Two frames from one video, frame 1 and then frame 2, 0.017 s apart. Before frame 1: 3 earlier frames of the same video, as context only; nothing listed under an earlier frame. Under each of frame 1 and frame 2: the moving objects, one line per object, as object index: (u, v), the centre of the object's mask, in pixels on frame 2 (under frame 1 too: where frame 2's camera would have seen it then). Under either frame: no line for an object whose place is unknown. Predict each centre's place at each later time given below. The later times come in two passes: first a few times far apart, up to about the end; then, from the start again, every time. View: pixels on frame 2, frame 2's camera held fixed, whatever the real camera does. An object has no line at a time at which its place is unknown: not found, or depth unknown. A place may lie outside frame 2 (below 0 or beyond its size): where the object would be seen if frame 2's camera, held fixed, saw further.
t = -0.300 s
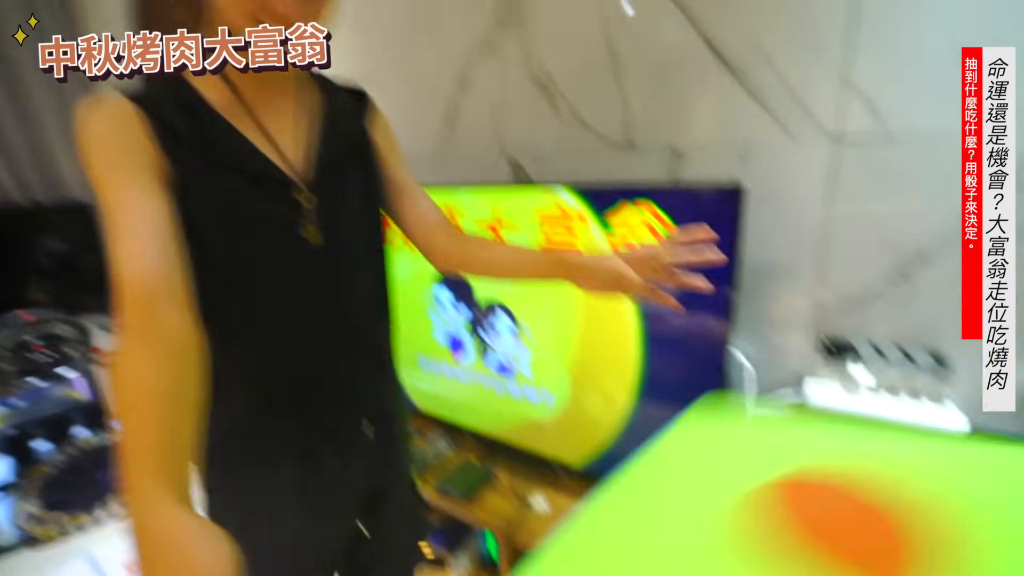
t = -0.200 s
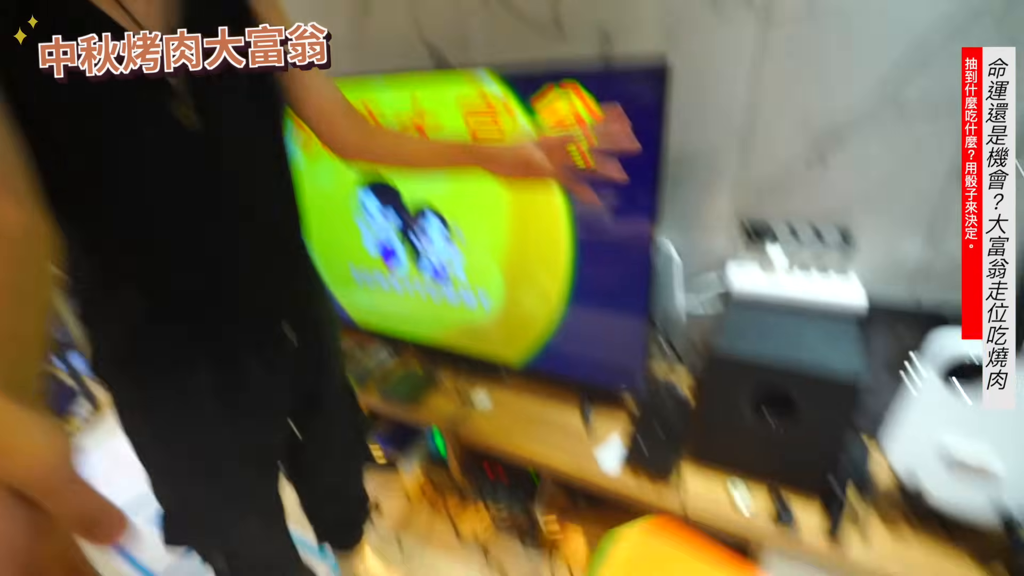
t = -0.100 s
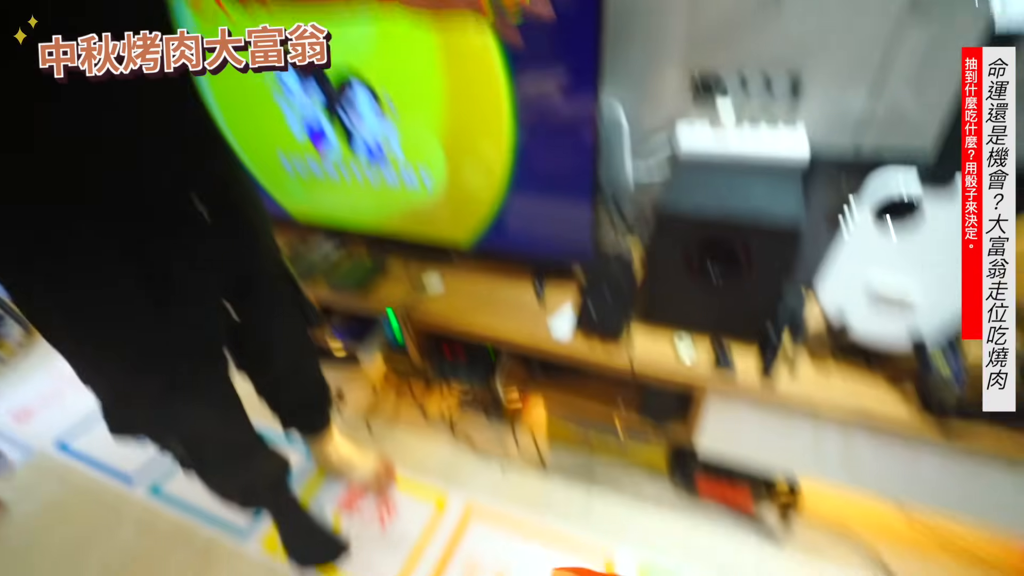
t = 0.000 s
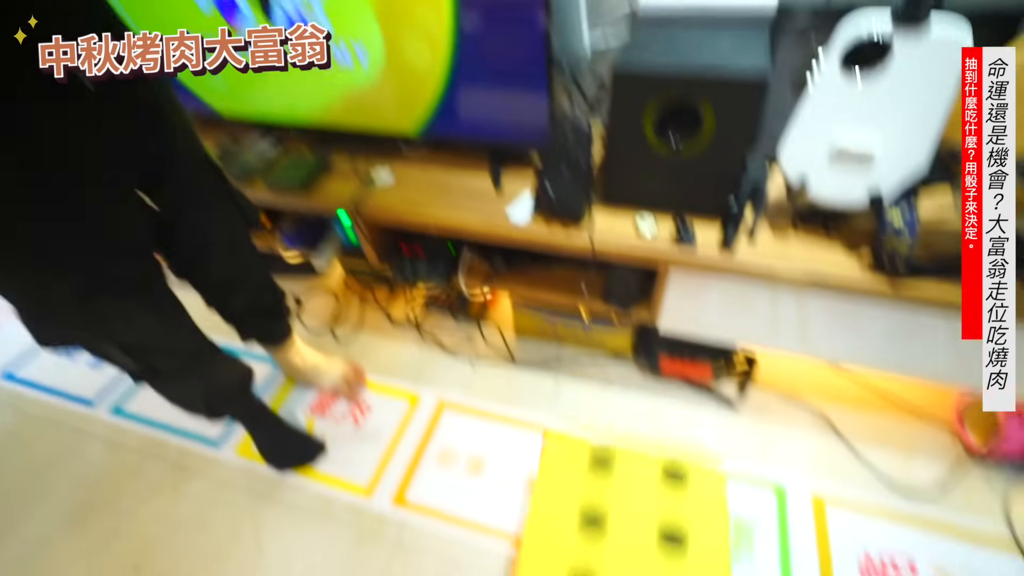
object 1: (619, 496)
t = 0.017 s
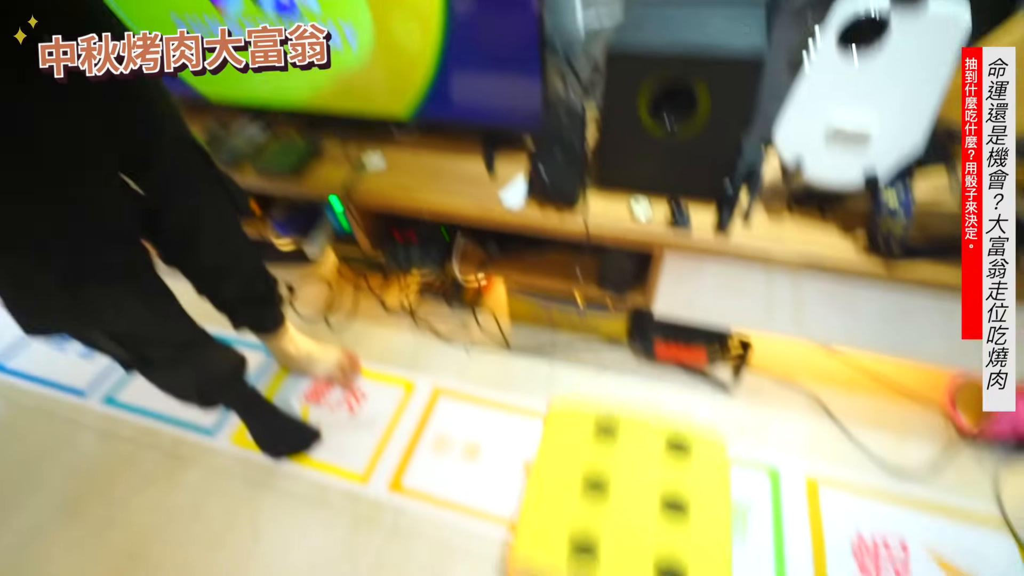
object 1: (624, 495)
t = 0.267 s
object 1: (615, 443)
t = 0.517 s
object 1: (662, 404)
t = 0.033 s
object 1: (627, 498)
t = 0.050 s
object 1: (629, 500)
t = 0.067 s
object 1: (629, 498)
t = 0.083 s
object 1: (631, 491)
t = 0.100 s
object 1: (631, 483)
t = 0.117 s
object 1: (630, 477)
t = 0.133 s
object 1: (628, 473)
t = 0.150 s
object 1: (626, 468)
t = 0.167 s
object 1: (624, 464)
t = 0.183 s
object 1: (622, 460)
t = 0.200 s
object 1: (620, 455)
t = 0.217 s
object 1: (618, 452)
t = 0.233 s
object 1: (617, 449)
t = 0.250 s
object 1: (615, 446)
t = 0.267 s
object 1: (615, 443)
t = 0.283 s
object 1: (619, 438)
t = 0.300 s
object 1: (625, 430)
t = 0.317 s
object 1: (632, 424)
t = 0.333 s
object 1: (637, 419)
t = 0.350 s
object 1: (641, 417)
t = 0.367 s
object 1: (644, 415)
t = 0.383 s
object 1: (647, 413)
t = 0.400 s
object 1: (652, 408)
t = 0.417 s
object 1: (656, 403)
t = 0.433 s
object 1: (659, 399)
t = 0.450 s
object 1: (661, 398)
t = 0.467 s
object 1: (663, 397)
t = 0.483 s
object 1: (663, 398)
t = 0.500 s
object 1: (663, 401)
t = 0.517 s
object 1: (662, 404)
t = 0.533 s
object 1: (662, 407)
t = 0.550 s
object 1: (663, 410)
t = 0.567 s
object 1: (663, 413)
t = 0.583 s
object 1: (662, 416)
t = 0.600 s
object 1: (661, 419)
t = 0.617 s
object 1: (659, 422)
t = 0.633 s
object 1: (658, 426)
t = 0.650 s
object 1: (656, 429)
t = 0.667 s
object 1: (654, 433)
